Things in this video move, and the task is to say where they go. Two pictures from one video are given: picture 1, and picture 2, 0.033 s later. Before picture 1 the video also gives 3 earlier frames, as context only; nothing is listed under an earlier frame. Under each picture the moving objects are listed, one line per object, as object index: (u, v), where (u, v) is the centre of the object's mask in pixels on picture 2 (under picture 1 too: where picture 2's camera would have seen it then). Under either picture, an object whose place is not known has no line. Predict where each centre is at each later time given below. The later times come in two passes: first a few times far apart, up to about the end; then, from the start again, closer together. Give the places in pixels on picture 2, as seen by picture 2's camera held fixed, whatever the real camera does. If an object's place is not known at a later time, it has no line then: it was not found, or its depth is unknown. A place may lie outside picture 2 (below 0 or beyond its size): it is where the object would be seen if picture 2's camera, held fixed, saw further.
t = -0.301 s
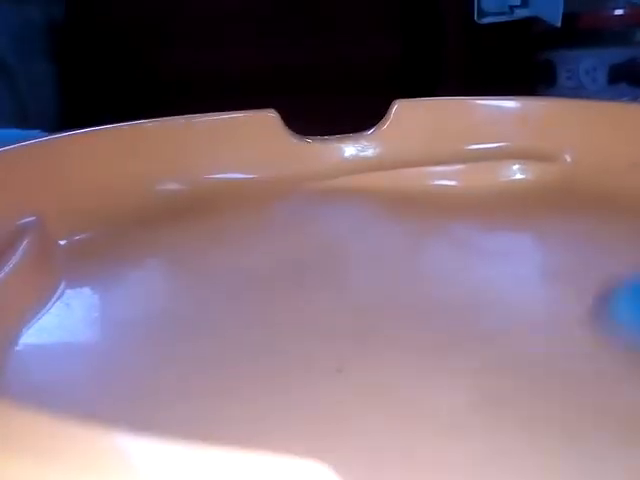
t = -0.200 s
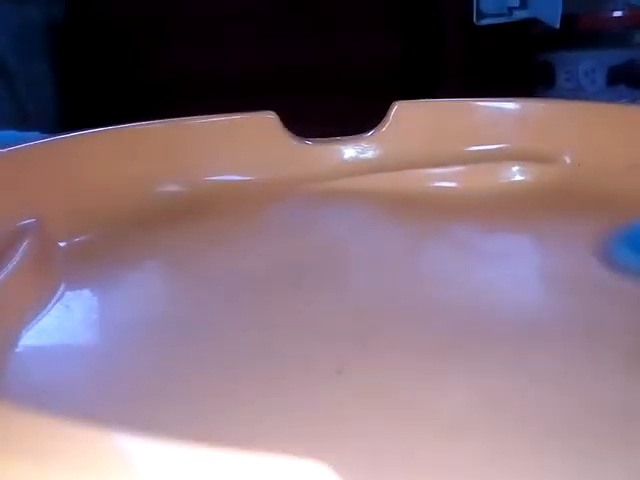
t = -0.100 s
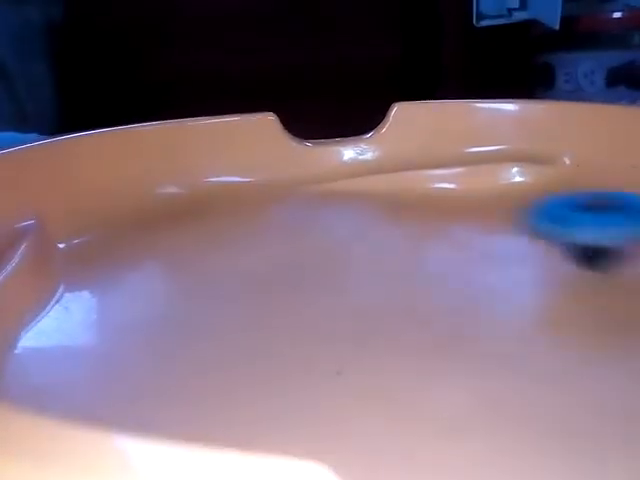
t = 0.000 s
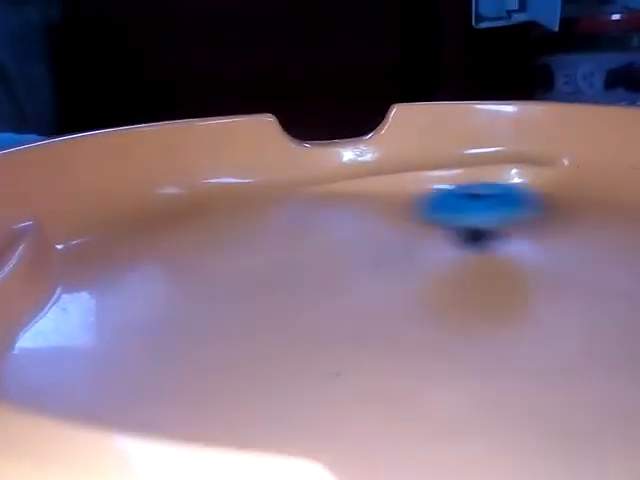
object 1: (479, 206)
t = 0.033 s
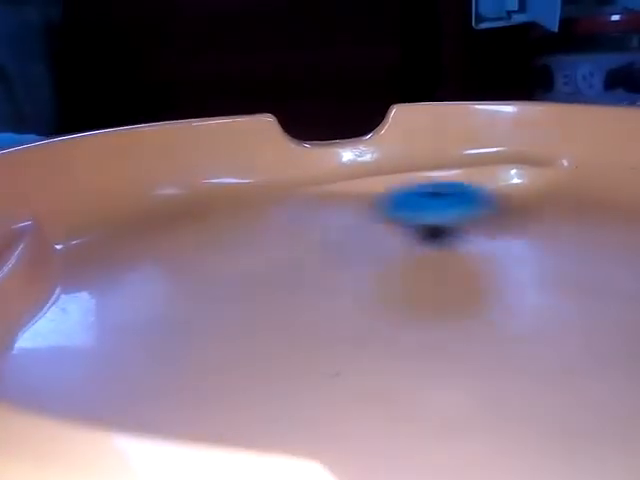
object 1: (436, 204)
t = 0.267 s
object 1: (135, 248)
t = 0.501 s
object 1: (280, 412)
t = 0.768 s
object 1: (629, 254)
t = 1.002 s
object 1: (386, 180)
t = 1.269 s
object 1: (102, 208)
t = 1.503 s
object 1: (259, 359)
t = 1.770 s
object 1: (620, 267)
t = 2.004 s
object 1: (576, 181)
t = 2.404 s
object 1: (280, 223)
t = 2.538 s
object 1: (266, 299)
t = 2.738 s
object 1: (540, 413)
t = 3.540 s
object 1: (250, 372)
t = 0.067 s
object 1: (396, 203)
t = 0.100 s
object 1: (354, 204)
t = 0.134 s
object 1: (314, 207)
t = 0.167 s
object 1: (270, 213)
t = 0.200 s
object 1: (223, 222)
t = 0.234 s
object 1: (178, 234)
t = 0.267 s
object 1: (135, 248)
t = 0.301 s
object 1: (101, 263)
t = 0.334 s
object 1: (79, 283)
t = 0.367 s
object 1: (69, 308)
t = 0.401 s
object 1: (64, 340)
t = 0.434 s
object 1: (83, 363)
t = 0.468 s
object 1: (169, 391)
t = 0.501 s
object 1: (280, 412)
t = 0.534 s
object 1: (405, 425)
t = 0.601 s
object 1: (557, 411)
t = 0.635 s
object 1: (598, 382)
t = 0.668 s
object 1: (621, 344)
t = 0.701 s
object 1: (634, 306)
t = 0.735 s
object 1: (634, 276)
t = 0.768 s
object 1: (629, 254)
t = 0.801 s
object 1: (618, 242)
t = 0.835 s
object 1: (600, 230)
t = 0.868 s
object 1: (568, 216)
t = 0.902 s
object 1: (522, 204)
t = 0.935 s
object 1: (475, 196)
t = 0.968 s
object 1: (428, 187)
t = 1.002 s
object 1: (386, 180)
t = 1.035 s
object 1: (348, 174)
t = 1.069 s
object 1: (311, 170)
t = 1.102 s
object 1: (278, 170)
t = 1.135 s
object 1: (246, 178)
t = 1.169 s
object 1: (212, 186)
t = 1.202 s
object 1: (177, 193)
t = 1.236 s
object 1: (139, 200)
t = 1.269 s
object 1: (102, 208)
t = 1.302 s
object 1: (74, 224)
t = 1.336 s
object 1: (76, 240)
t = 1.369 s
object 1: (91, 269)
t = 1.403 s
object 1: (114, 296)
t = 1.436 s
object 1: (150, 322)
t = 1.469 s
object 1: (197, 343)
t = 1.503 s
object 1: (259, 359)
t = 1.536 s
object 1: (330, 369)
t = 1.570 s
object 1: (403, 372)
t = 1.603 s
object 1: (473, 366)
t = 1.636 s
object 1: (540, 354)
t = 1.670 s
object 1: (573, 336)
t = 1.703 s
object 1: (599, 314)
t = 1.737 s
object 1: (612, 290)
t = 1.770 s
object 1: (620, 267)
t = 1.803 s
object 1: (622, 245)
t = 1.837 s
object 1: (621, 230)
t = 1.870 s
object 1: (619, 216)
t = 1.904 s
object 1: (611, 205)
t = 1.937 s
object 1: (605, 196)
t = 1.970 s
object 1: (593, 187)
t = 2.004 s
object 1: (576, 181)
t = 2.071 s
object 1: (524, 169)
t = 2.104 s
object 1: (492, 162)
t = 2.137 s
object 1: (455, 164)
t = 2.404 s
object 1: (280, 223)
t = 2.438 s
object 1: (251, 237)
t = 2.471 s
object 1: (242, 250)
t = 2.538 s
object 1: (266, 299)
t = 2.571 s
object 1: (294, 313)
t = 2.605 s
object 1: (341, 343)
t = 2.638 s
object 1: (380, 366)
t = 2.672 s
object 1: (419, 383)
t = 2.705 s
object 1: (489, 390)
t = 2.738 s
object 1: (540, 413)
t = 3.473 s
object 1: (287, 371)
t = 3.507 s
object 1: (268, 377)
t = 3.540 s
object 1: (250, 372)
